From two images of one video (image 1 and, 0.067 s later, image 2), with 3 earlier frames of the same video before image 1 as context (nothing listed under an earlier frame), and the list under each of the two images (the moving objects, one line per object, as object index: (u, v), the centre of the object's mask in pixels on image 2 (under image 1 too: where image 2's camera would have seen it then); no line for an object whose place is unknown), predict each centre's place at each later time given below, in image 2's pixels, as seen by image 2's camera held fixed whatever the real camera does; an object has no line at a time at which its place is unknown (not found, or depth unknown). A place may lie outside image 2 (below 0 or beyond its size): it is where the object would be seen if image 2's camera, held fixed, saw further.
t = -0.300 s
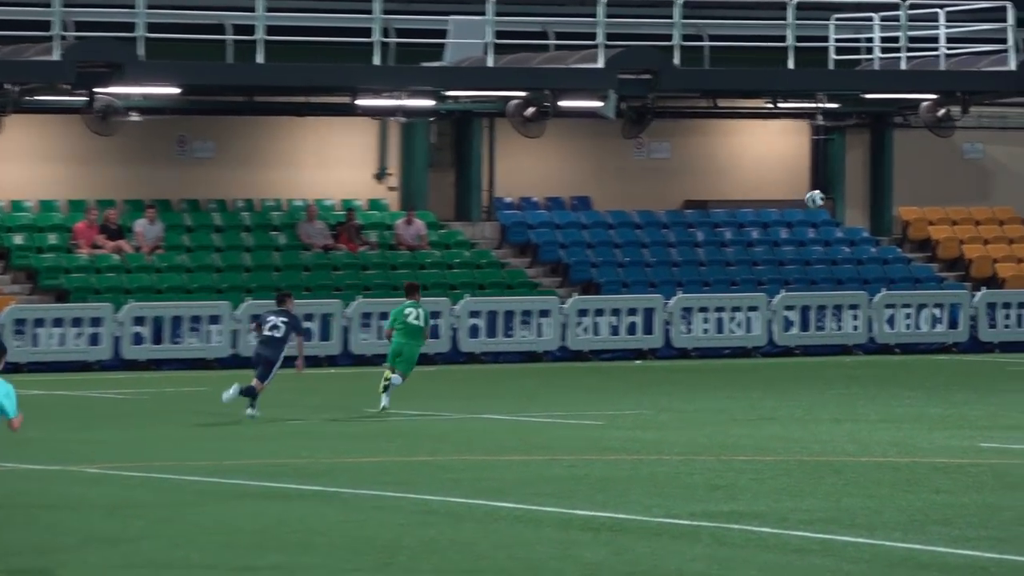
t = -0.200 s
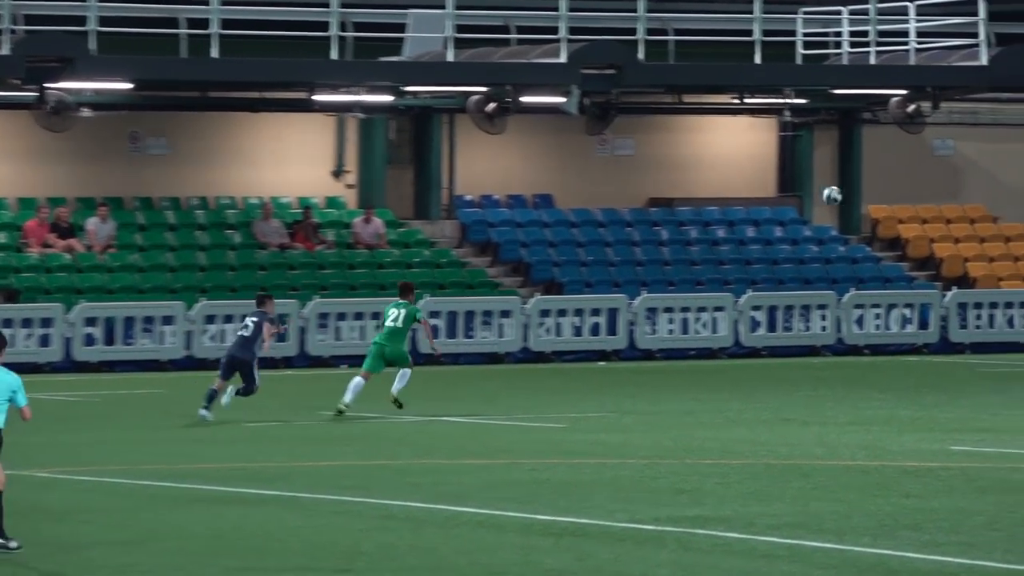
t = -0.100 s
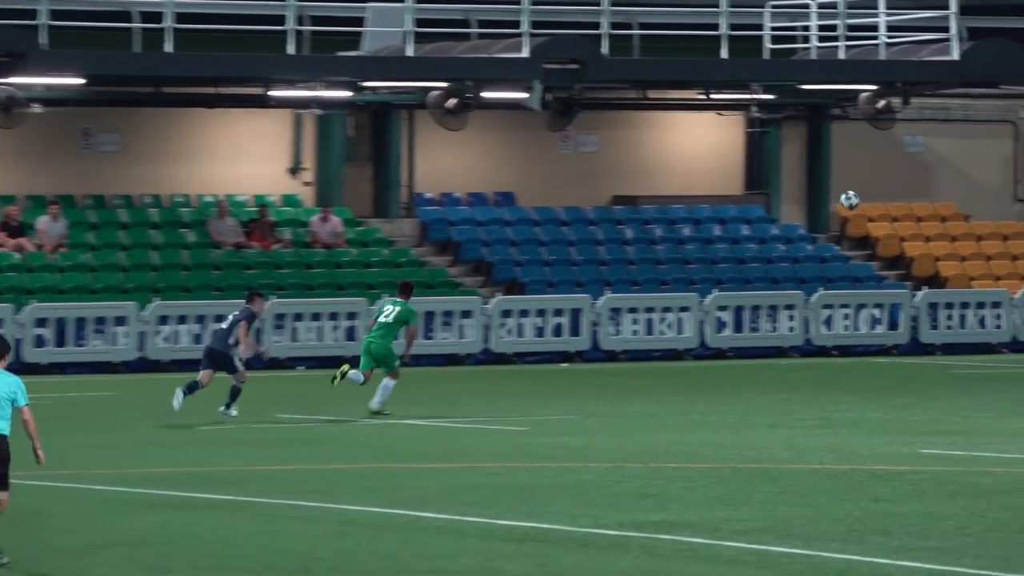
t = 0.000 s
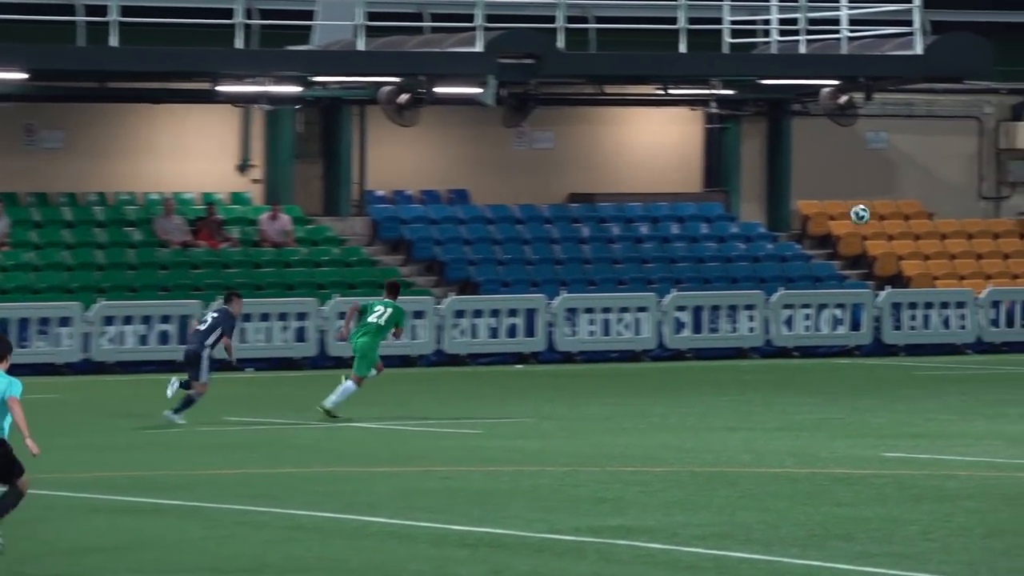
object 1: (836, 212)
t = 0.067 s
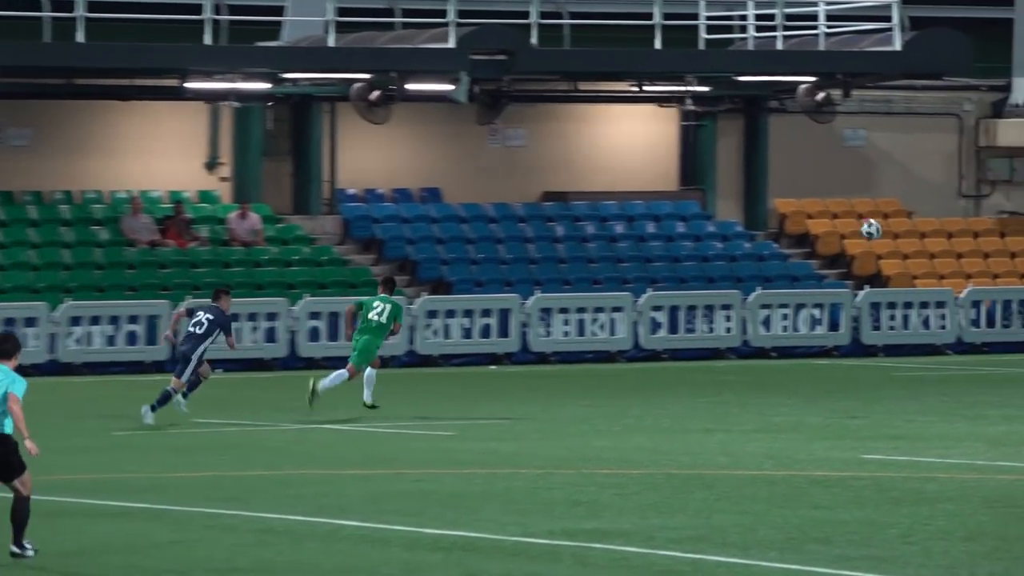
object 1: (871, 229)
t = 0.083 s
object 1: (879, 233)
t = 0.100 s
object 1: (889, 239)
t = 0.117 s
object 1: (897, 243)
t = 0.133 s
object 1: (905, 249)
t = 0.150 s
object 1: (914, 254)
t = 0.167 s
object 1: (923, 260)
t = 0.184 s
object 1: (932, 266)
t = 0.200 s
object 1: (940, 272)
